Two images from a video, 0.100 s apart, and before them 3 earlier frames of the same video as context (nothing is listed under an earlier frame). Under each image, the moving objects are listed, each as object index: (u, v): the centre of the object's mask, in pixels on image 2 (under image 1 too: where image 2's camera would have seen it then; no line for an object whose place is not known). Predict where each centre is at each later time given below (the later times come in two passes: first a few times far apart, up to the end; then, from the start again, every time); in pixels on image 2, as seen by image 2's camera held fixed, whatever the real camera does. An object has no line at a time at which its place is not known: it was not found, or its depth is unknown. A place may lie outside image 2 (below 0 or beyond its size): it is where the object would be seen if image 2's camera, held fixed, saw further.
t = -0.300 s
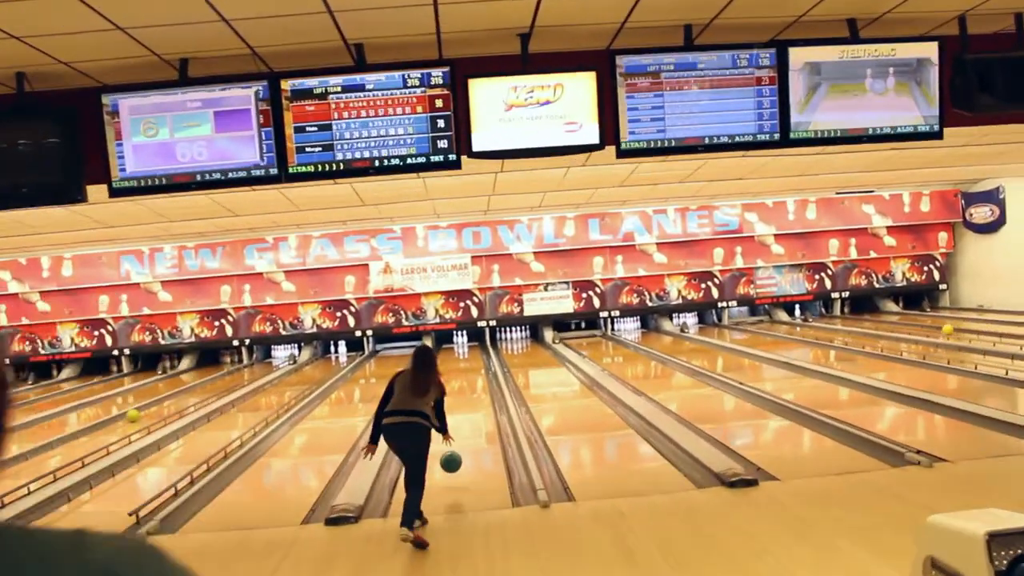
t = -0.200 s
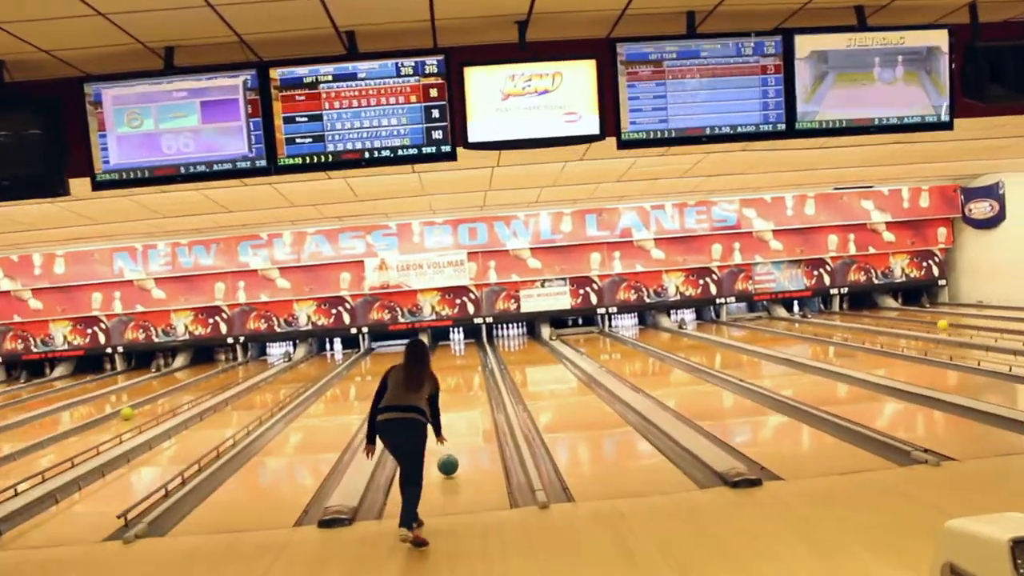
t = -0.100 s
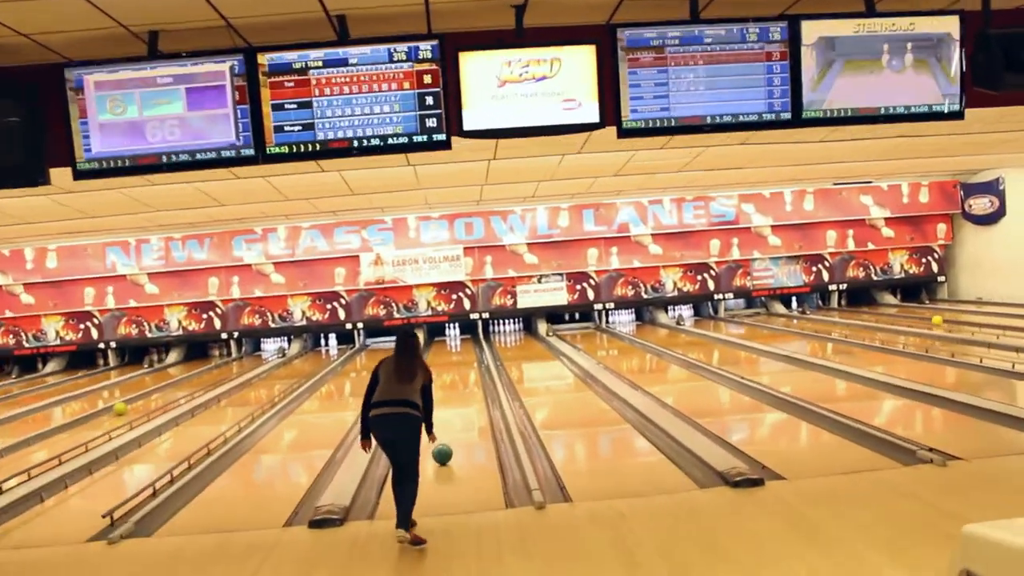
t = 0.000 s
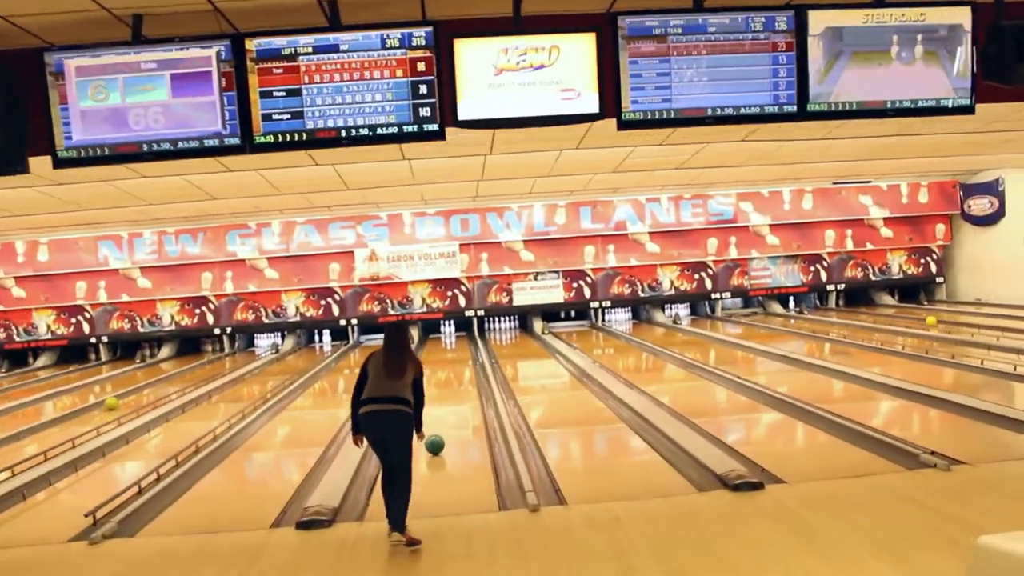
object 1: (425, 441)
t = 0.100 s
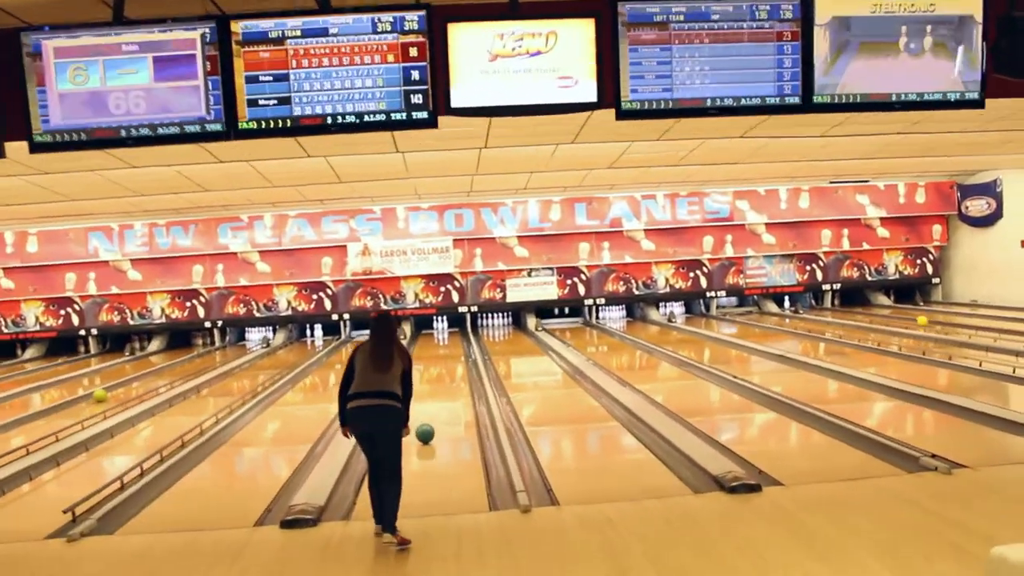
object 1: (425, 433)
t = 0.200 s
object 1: (424, 426)
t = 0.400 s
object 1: (424, 413)
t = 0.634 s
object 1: (425, 399)
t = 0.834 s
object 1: (426, 390)
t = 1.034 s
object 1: (426, 380)
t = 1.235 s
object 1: (425, 373)
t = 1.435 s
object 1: (426, 368)
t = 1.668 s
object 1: (426, 363)
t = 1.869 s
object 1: (426, 358)
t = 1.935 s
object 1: (426, 357)
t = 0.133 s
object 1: (425, 431)
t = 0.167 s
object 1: (424, 428)
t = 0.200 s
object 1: (424, 426)
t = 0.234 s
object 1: (424, 423)
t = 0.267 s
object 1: (424, 421)
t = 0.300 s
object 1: (424, 419)
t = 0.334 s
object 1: (424, 417)
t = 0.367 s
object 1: (424, 415)
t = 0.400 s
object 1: (424, 413)
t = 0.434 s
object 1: (424, 410)
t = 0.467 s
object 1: (424, 409)
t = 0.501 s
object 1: (424, 407)
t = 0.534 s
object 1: (424, 405)
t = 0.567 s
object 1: (424, 403)
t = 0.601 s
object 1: (425, 402)
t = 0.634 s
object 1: (425, 399)
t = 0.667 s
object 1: (425, 398)
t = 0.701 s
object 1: (425, 396)
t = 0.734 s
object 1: (425, 394)
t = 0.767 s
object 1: (425, 393)
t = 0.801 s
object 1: (425, 391)
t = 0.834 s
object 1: (426, 390)
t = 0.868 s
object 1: (426, 387)
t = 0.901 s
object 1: (426, 386)
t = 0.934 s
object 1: (426, 385)
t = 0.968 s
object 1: (426, 383)
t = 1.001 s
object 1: (426, 382)
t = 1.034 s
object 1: (426, 380)
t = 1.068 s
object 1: (425, 379)
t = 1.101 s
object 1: (425, 377)
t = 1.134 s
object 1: (424, 376)
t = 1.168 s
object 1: (425, 375)
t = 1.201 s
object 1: (424, 374)
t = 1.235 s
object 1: (425, 373)
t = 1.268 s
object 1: (425, 372)
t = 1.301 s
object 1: (425, 371)
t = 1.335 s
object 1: (425, 371)
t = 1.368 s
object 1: (425, 370)
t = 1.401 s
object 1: (425, 369)
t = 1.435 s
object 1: (426, 368)
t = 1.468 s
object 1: (426, 367)
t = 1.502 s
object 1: (426, 366)
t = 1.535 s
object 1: (426, 365)
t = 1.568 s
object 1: (426, 365)
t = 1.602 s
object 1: (426, 364)
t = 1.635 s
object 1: (426, 363)
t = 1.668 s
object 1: (426, 363)
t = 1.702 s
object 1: (426, 362)
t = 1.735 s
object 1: (426, 361)
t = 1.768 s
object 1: (426, 361)
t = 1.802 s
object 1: (426, 360)
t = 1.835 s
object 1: (426, 359)
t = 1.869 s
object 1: (426, 358)
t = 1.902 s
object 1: (426, 358)
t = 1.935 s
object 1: (426, 357)
